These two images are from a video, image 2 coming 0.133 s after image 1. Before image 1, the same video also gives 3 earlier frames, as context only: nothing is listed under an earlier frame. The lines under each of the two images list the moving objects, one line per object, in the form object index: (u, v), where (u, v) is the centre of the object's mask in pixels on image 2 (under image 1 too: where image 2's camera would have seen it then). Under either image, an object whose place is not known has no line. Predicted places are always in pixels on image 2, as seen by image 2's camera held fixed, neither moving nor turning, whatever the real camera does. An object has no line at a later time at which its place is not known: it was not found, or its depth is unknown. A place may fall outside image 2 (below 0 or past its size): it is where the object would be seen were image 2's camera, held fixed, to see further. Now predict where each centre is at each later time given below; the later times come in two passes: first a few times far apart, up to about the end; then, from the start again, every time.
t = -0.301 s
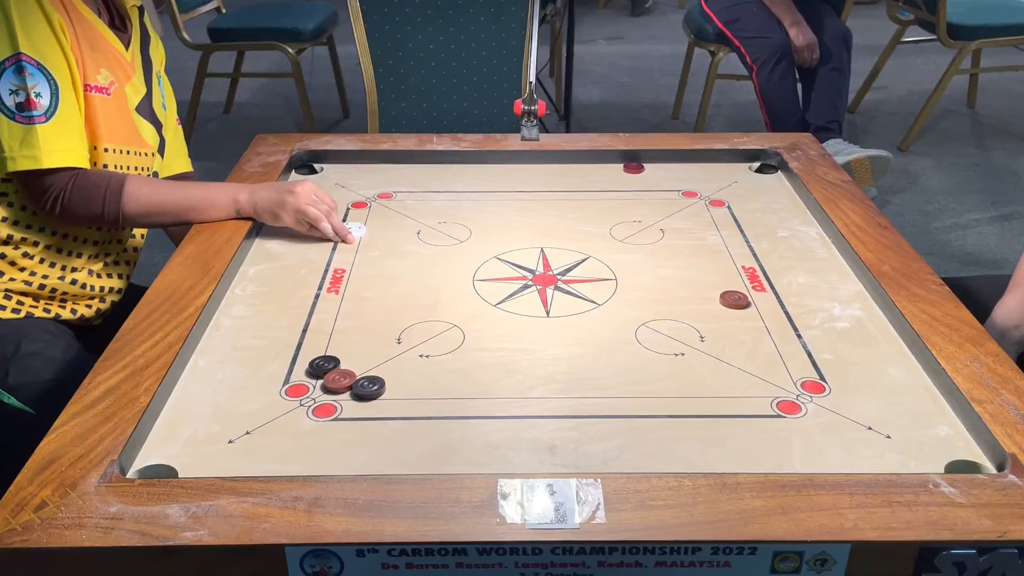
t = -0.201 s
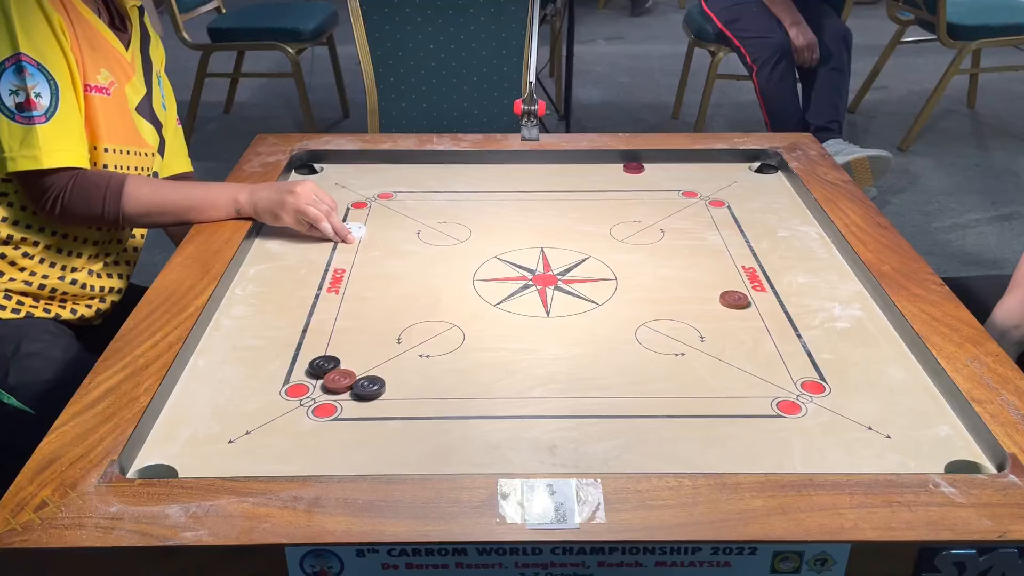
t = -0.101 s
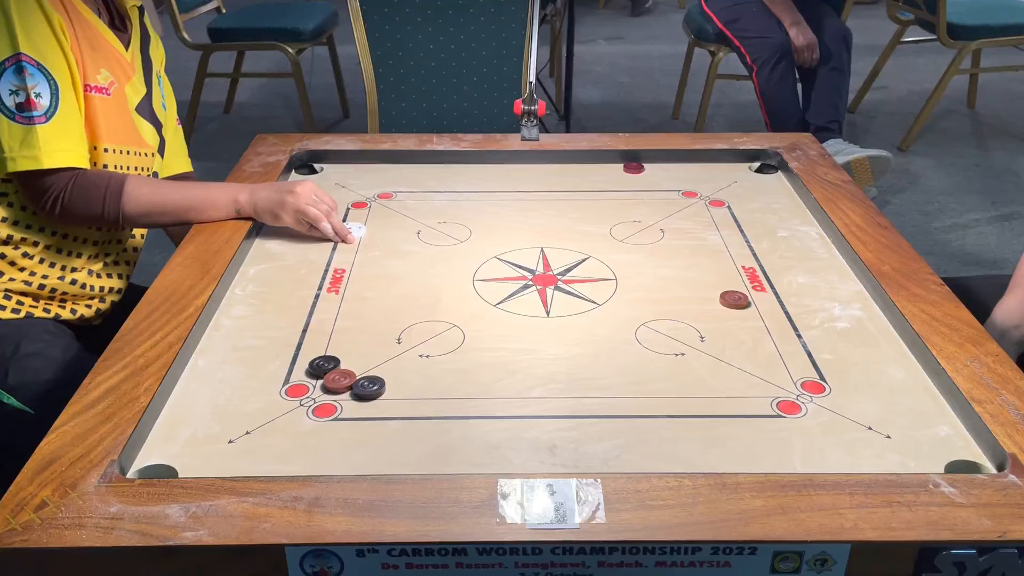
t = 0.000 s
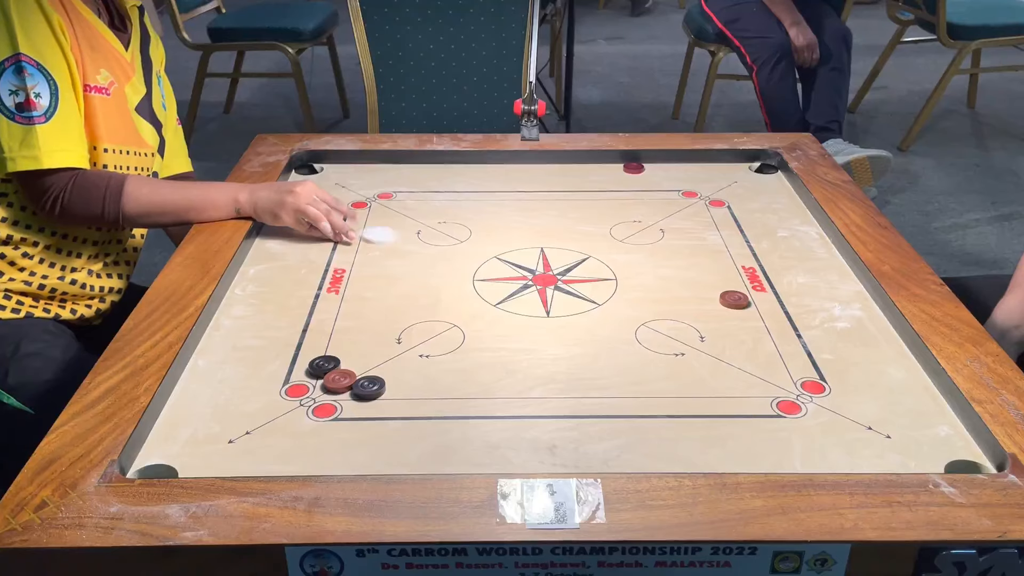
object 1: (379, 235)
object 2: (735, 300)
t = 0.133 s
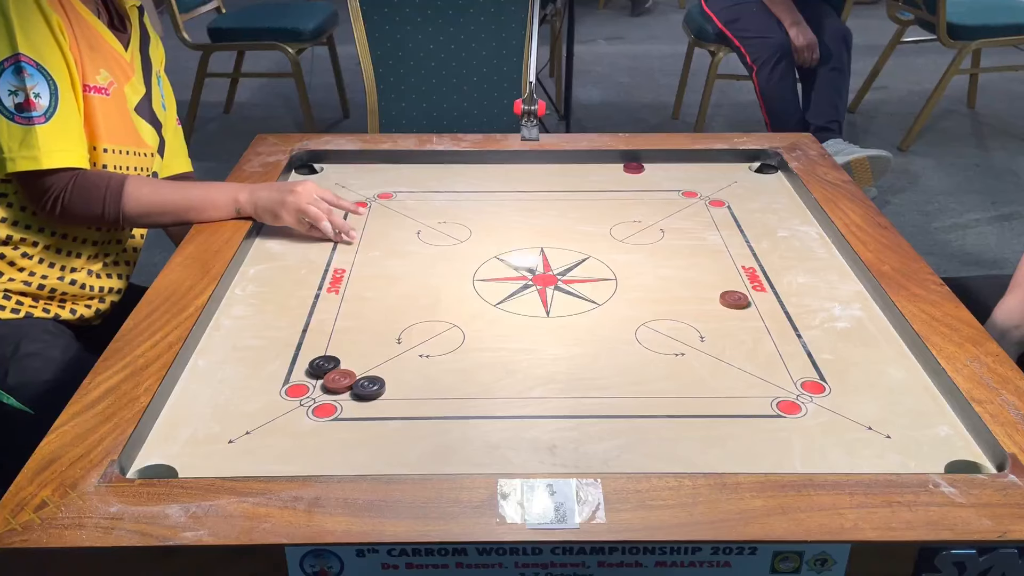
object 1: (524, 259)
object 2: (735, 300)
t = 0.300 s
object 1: (710, 293)
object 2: (750, 304)
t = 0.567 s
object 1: (849, 308)
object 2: (706, 378)
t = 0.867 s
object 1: (824, 312)
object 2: (417, 445)
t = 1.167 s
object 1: (823, 312)
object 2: (181, 466)
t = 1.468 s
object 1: (823, 312)
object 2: (200, 440)
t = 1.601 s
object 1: (823, 312)
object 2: (202, 439)
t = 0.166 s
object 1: (562, 267)
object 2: (734, 300)
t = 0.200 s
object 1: (599, 273)
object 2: (734, 300)
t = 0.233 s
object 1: (639, 281)
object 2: (734, 300)
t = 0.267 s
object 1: (676, 287)
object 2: (734, 300)
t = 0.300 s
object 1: (710, 293)
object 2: (750, 304)
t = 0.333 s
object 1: (729, 295)
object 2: (804, 316)
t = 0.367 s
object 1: (748, 297)
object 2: (861, 330)
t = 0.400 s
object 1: (767, 299)
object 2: (870, 340)
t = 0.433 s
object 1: (785, 301)
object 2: (838, 348)
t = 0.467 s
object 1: (803, 303)
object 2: (804, 355)
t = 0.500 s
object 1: (819, 305)
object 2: (772, 363)
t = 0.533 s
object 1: (835, 307)
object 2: (739, 370)
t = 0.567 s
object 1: (849, 308)
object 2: (706, 378)
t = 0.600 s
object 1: (862, 310)
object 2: (674, 385)
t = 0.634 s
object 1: (856, 310)
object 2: (641, 393)
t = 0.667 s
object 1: (848, 311)
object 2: (608, 400)
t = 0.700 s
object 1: (841, 311)
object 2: (576, 408)
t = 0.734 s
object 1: (836, 311)
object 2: (544, 415)
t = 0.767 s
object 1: (831, 311)
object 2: (512, 423)
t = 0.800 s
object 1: (828, 312)
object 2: (480, 430)
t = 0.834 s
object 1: (825, 312)
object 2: (448, 438)
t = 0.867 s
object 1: (824, 312)
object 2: (417, 445)
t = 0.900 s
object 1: (823, 312)
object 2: (386, 452)
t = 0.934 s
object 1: (823, 312)
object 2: (354, 459)
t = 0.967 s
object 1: (823, 312)
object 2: (324, 464)
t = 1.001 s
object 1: (823, 312)
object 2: (295, 467)
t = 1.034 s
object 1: (823, 312)
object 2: (266, 471)
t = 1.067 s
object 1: (823, 312)
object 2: (242, 471)
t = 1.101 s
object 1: (823, 312)
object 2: (220, 469)
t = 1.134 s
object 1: (823, 312)
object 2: (199, 468)
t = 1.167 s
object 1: (823, 312)
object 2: (181, 466)
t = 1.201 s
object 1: (823, 312)
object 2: (162, 464)
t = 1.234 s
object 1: (823, 312)
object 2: (153, 460)
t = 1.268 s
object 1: (823, 312)
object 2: (164, 457)
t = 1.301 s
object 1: (823, 312)
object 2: (174, 452)
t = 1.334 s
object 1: (823, 312)
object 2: (182, 449)
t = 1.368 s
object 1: (823, 312)
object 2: (188, 446)
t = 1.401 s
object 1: (823, 312)
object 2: (194, 443)
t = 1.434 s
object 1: (823, 312)
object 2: (197, 441)
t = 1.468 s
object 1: (823, 312)
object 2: (200, 440)
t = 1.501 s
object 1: (823, 312)
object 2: (202, 439)
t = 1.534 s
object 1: (823, 312)
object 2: (202, 439)
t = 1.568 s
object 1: (823, 312)
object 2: (202, 439)
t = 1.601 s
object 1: (823, 312)
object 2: (202, 439)
